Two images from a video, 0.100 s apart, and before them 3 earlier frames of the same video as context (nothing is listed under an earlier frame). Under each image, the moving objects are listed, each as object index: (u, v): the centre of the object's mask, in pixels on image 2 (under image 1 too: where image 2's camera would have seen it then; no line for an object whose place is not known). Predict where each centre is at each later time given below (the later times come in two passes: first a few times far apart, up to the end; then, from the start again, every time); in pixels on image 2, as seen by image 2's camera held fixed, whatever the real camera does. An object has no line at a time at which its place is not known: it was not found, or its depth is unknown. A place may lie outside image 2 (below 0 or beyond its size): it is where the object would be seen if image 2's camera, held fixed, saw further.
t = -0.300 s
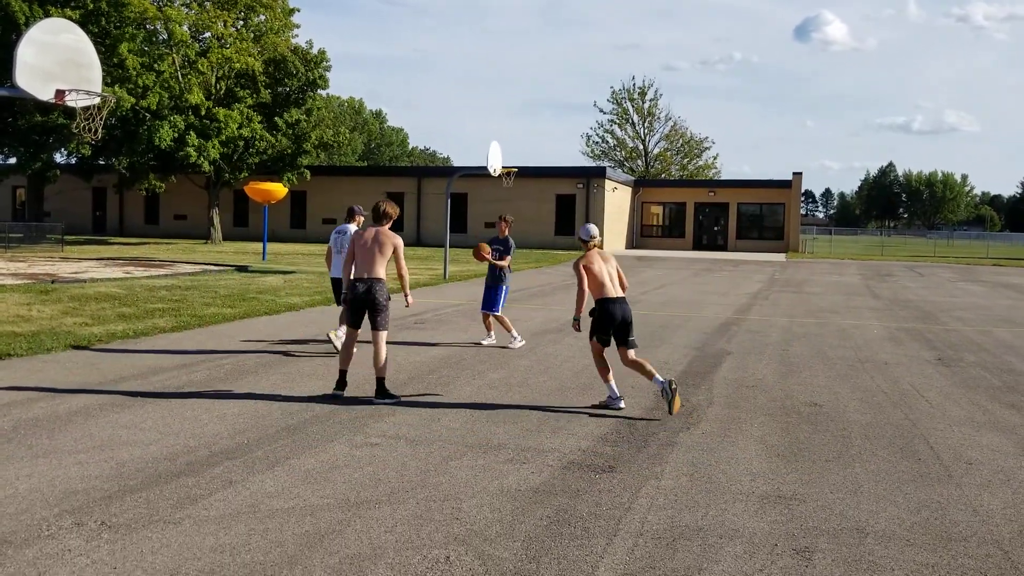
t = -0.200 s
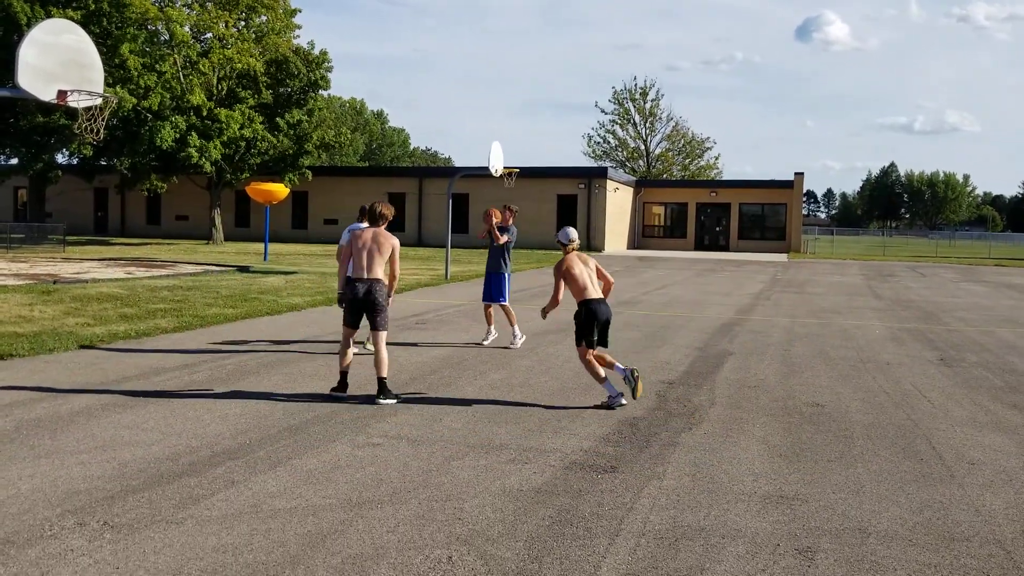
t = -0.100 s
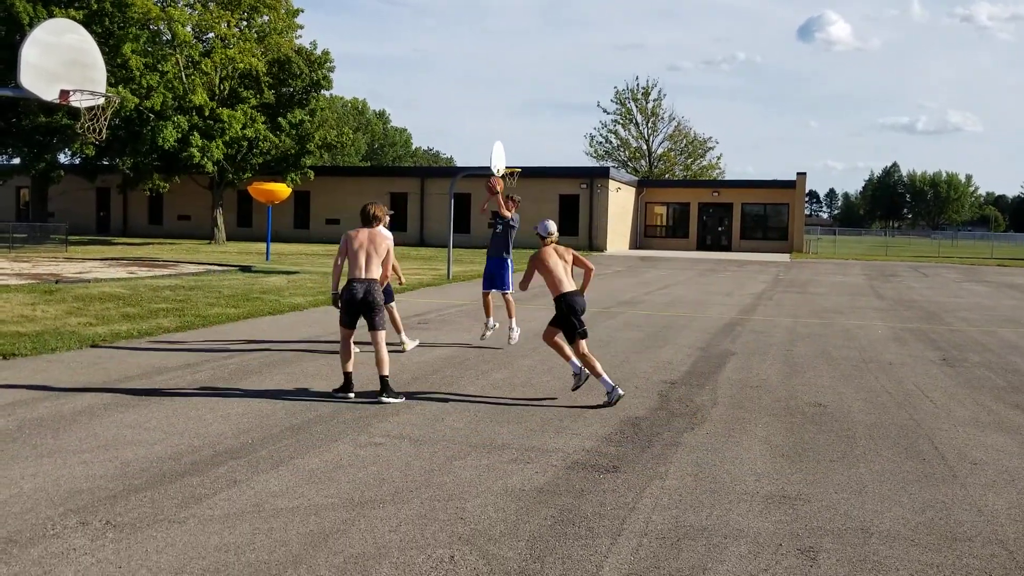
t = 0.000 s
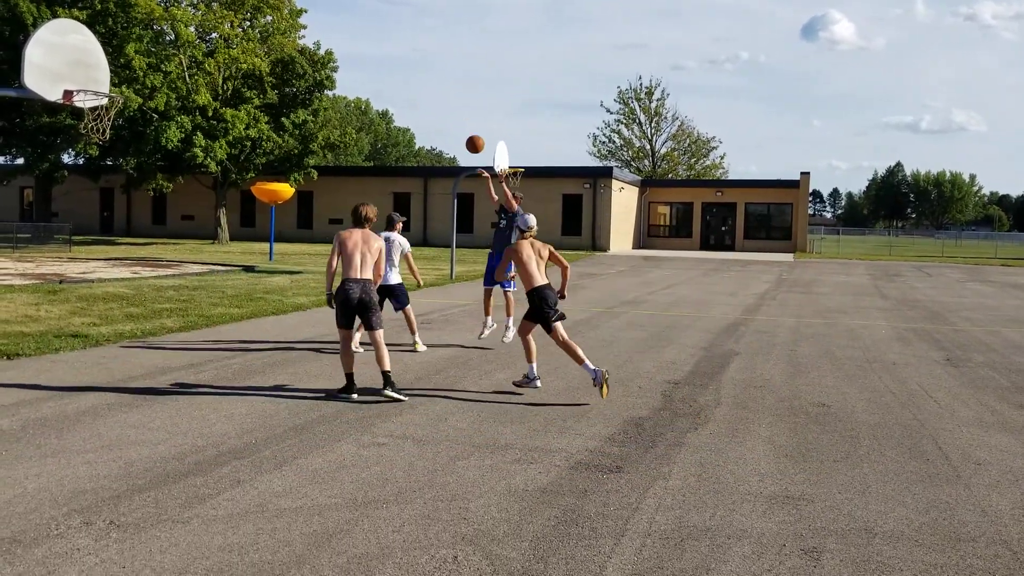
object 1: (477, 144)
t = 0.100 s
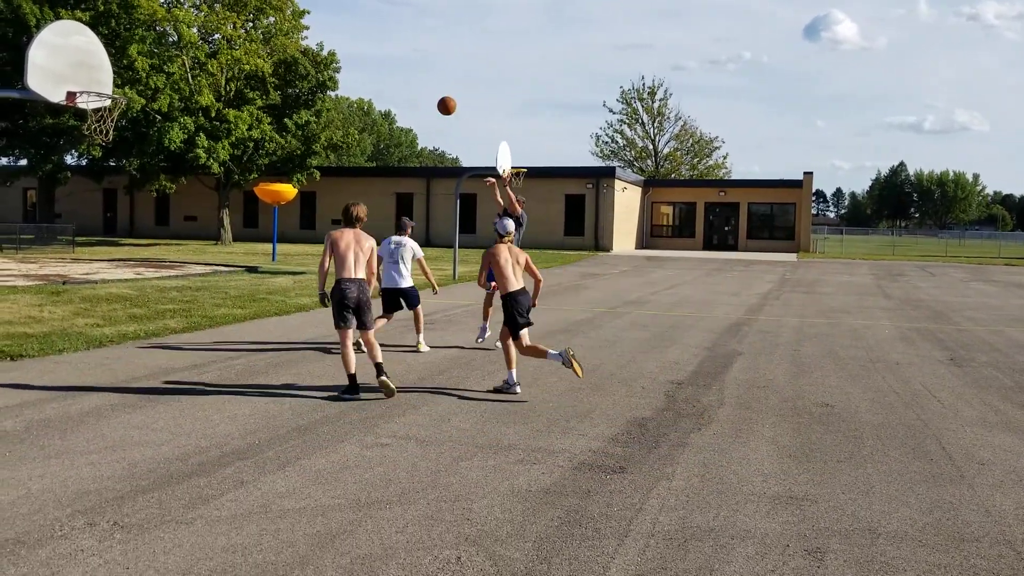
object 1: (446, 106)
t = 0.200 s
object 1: (415, 73)
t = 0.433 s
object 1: (336, 25)
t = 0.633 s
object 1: (265, 17)
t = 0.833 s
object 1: (187, 45)
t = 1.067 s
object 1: (110, 66)
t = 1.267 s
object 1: (79, 23)
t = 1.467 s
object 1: (48, 12)
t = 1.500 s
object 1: (44, 13)
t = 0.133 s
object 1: (436, 94)
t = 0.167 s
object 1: (425, 83)
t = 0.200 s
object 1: (415, 73)
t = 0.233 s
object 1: (404, 64)
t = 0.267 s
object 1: (393, 55)
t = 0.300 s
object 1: (381, 48)
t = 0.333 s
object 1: (370, 41)
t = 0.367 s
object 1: (359, 35)
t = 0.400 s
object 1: (347, 29)
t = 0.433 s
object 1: (336, 25)
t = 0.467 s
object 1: (324, 21)
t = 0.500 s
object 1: (312, 19)
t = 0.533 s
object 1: (302, 17)
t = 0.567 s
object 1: (290, 16)
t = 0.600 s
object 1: (277, 16)
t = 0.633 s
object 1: (265, 17)
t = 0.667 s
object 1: (253, 20)
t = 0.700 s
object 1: (239, 22)
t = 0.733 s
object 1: (227, 27)
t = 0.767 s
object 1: (213, 32)
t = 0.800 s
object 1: (200, 38)
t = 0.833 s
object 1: (187, 45)
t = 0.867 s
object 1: (173, 53)
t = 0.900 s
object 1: (159, 62)
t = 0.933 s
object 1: (145, 73)
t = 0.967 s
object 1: (131, 84)
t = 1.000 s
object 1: (120, 87)
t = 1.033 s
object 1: (115, 76)
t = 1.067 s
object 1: (110, 66)
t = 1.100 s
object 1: (105, 56)
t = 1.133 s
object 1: (100, 48)
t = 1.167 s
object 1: (95, 40)
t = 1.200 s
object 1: (90, 33)
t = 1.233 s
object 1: (84, 28)
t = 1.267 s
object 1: (79, 23)
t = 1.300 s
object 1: (74, 19)
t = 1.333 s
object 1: (68, 16)
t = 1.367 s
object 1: (63, 14)
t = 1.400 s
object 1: (58, 13)
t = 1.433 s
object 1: (53, 12)
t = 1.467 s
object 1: (48, 12)
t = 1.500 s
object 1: (44, 13)
